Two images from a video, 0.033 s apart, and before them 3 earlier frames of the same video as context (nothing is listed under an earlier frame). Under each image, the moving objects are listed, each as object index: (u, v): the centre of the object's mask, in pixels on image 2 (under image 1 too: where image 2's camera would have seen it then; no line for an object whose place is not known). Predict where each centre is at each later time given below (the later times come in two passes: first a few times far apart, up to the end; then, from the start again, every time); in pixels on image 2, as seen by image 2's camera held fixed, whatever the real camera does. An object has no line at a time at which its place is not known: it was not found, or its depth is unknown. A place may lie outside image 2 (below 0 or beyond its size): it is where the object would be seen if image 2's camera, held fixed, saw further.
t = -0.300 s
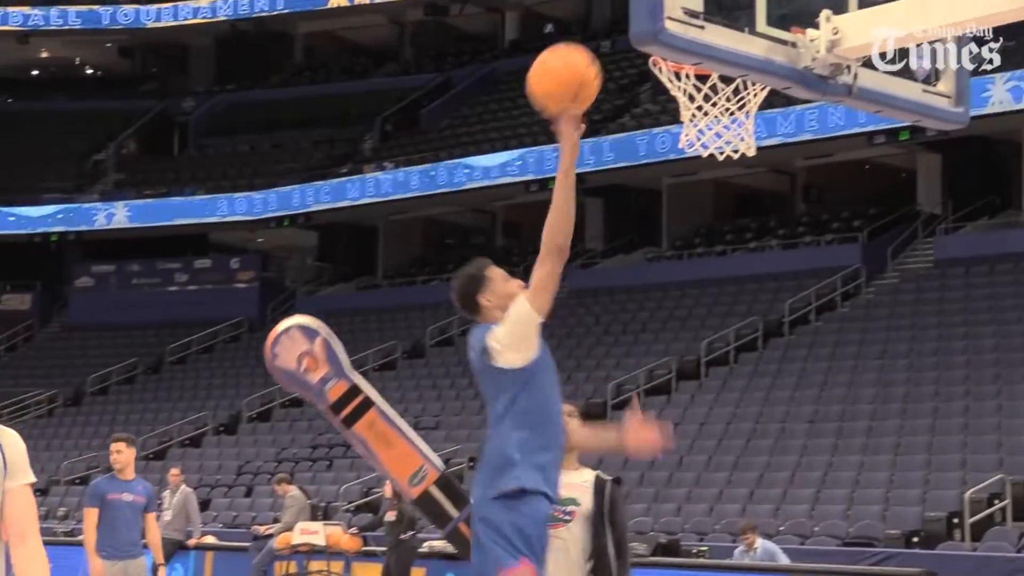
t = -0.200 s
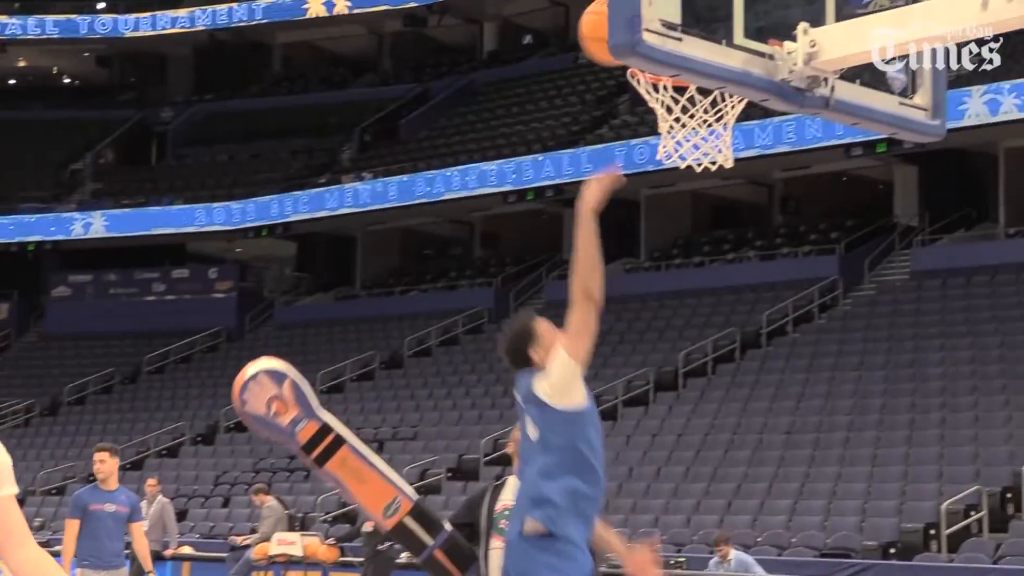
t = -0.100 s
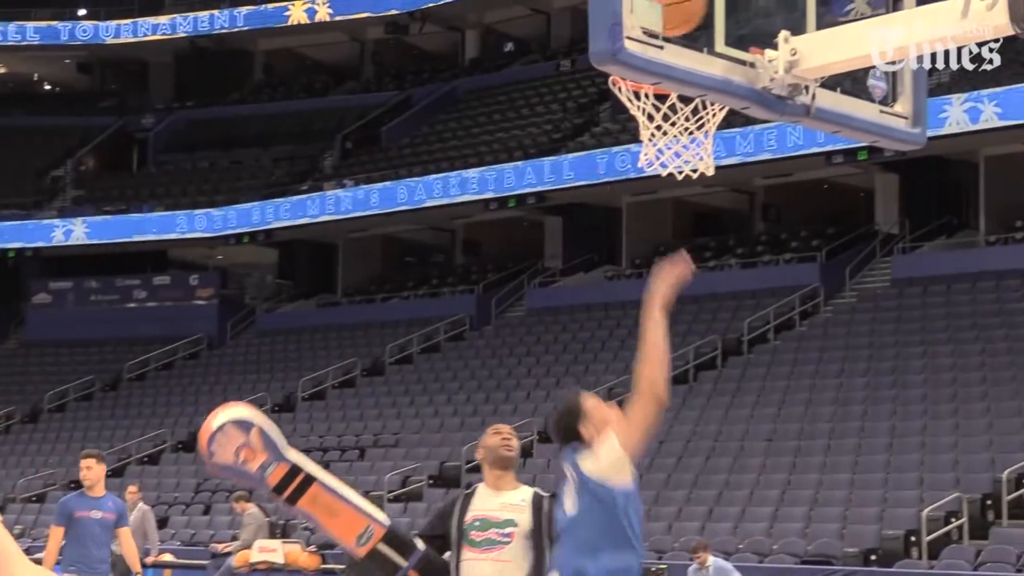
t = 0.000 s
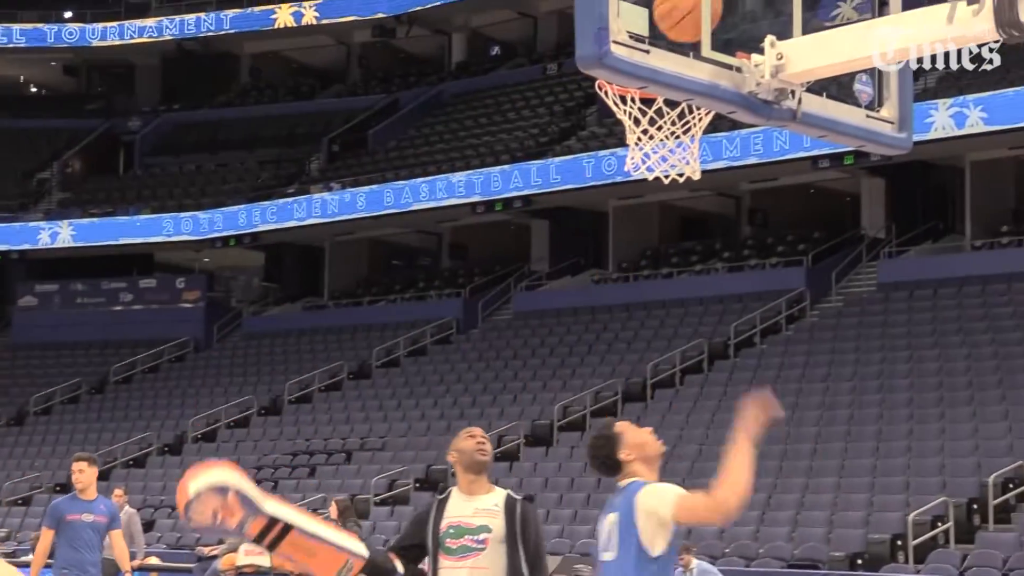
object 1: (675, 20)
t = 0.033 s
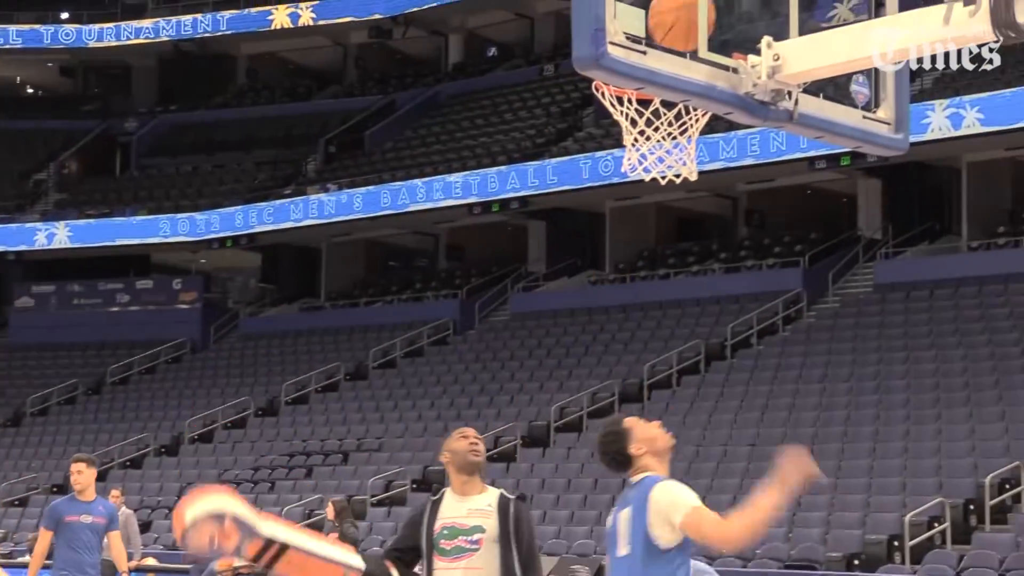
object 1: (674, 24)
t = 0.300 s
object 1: (653, 129)
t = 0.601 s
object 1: (655, 217)
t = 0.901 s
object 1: (672, 540)
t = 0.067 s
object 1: (674, 25)
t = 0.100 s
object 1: (673, 30)
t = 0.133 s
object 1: (675, 39)
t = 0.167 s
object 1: (661, 107)
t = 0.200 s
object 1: (663, 119)
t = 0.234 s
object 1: (661, 126)
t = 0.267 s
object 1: (657, 129)
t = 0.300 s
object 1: (653, 129)
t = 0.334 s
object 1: (650, 131)
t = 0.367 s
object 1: (649, 134)
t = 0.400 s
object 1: (647, 140)
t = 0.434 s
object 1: (647, 147)
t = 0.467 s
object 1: (649, 156)
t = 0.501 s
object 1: (650, 168)
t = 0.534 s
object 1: (651, 186)
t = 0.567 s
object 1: (653, 199)
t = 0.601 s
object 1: (655, 217)
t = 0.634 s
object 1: (657, 239)
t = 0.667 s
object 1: (659, 264)
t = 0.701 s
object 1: (661, 293)
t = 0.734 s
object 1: (662, 326)
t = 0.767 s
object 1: (664, 361)
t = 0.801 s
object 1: (666, 401)
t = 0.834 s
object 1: (668, 444)
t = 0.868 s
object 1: (670, 491)
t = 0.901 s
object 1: (672, 540)
